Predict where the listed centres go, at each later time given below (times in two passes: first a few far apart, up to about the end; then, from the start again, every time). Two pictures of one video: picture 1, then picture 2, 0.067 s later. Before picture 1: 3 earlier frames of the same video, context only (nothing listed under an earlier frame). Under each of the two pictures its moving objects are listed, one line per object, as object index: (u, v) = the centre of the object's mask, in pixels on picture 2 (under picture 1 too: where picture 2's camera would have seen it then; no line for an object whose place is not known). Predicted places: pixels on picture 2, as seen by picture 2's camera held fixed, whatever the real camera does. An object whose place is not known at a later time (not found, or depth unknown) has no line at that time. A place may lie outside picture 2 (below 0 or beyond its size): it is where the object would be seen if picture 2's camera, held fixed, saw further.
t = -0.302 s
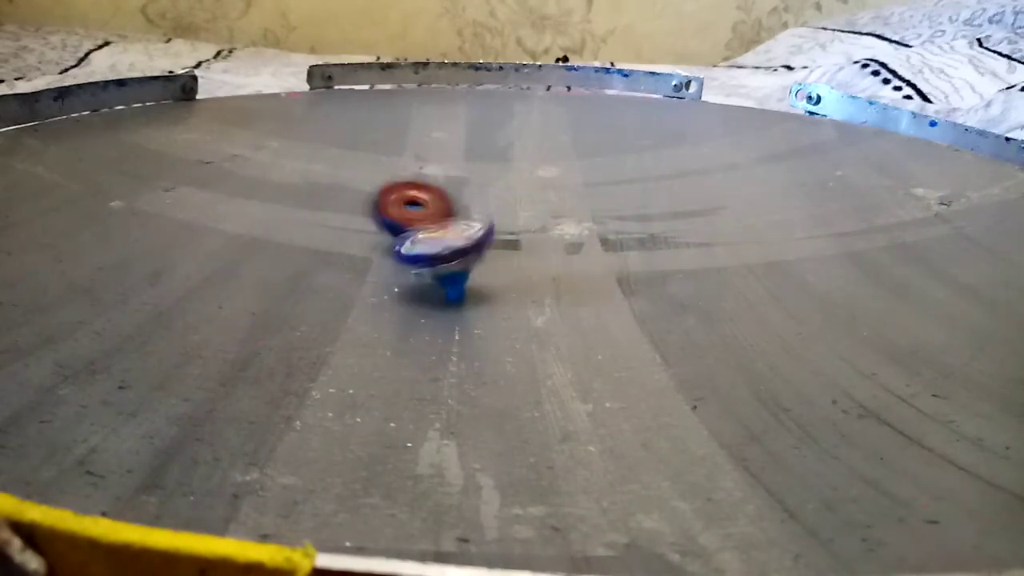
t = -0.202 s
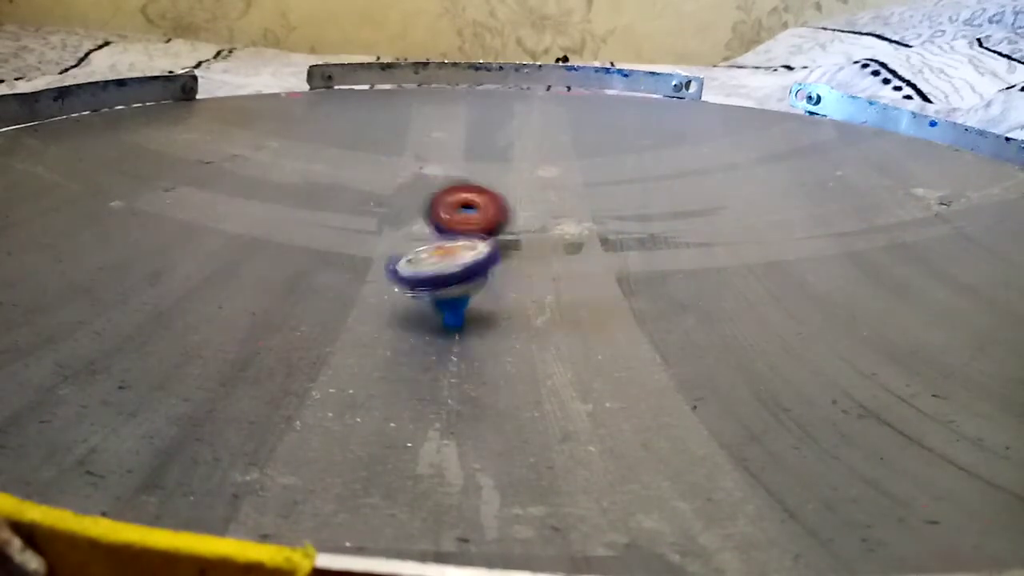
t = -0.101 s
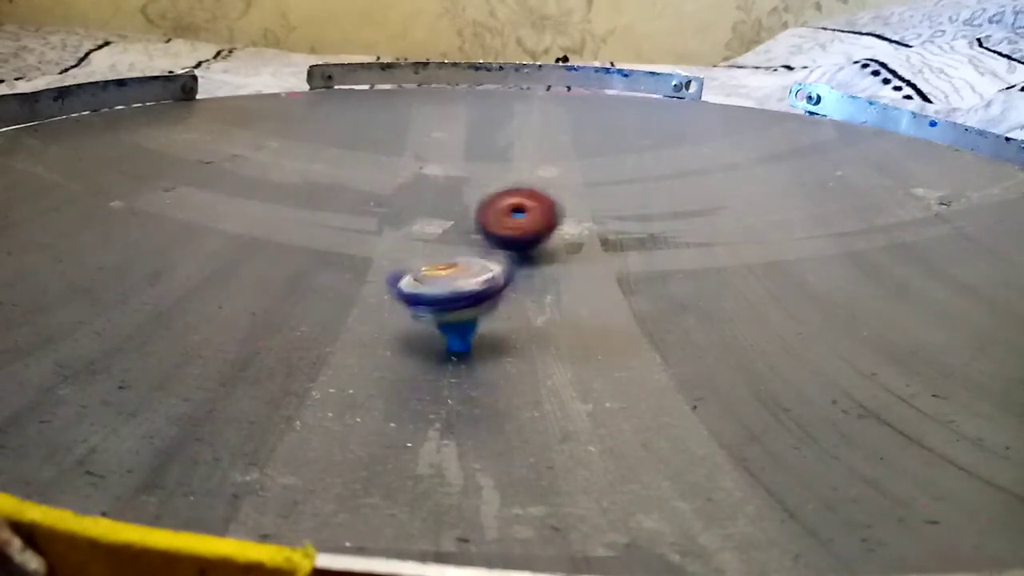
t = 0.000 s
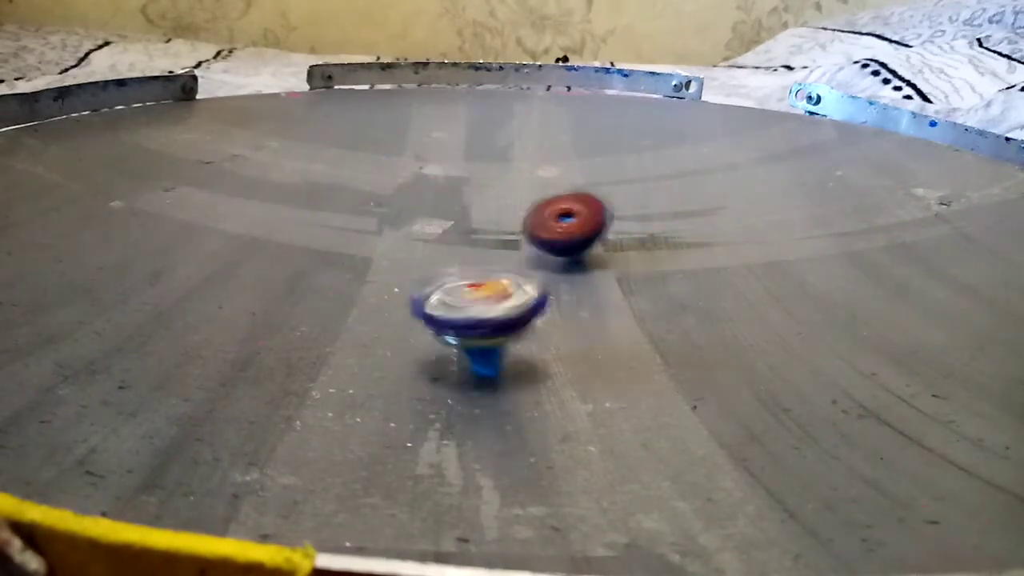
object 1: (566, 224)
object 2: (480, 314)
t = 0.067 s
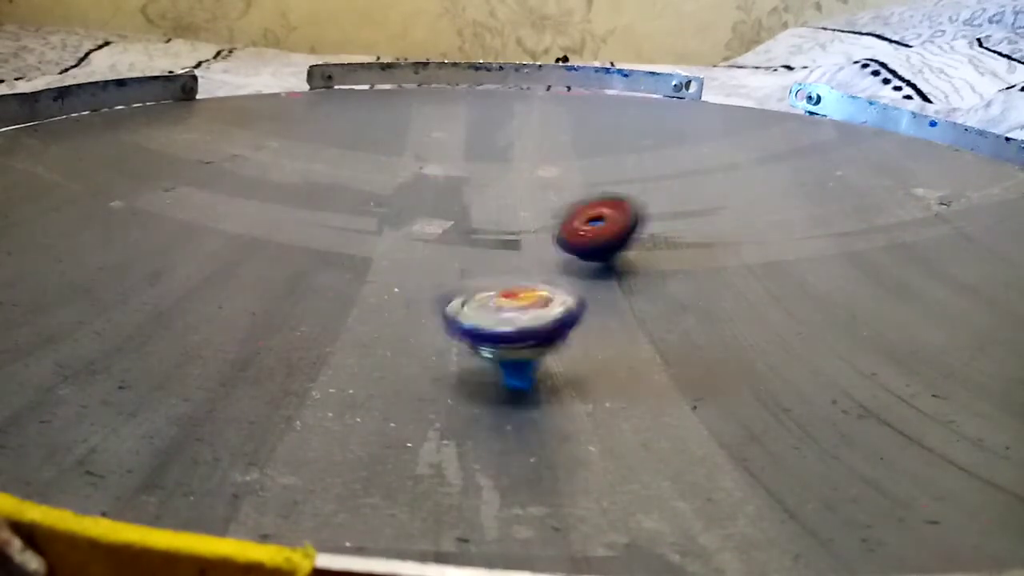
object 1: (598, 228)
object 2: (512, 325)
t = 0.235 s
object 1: (659, 248)
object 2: (610, 327)
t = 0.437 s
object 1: (701, 256)
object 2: (648, 301)
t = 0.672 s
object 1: (670, 273)
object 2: (522, 300)
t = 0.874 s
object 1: (648, 258)
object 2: (472, 285)
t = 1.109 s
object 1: (613, 231)
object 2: (559, 272)
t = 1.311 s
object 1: (569, 218)
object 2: (607, 285)
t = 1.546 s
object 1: (540, 196)
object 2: (553, 273)
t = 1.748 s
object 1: (523, 181)
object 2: (549, 258)
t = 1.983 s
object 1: (509, 176)
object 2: (612, 239)
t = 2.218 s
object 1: (499, 183)
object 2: (657, 251)
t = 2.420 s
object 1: (487, 196)
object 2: (670, 257)
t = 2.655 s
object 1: (468, 215)
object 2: (662, 254)
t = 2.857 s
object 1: (448, 230)
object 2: (668, 246)
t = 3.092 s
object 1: (430, 246)
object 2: (666, 247)
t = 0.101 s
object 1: (611, 232)
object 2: (527, 329)
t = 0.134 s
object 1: (625, 236)
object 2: (555, 330)
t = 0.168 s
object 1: (639, 243)
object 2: (577, 329)
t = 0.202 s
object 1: (648, 248)
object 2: (593, 330)
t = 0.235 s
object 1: (659, 248)
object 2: (610, 327)
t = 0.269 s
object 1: (668, 251)
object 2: (625, 325)
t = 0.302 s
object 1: (672, 254)
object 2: (639, 323)
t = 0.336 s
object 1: (679, 255)
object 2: (650, 316)
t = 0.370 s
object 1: (689, 255)
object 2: (655, 311)
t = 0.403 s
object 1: (687, 256)
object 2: (657, 305)
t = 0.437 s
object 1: (701, 256)
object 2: (648, 301)
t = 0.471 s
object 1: (695, 270)
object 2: (641, 306)
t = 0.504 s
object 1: (692, 273)
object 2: (617, 302)
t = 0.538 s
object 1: (687, 274)
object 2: (602, 303)
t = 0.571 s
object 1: (678, 277)
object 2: (589, 300)
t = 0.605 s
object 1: (669, 279)
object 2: (566, 305)
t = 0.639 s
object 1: (672, 274)
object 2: (542, 301)
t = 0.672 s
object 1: (670, 273)
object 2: (522, 300)
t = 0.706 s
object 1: (670, 271)
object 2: (502, 299)
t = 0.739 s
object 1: (666, 269)
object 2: (487, 295)
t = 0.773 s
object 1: (662, 266)
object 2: (479, 292)
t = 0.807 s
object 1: (658, 263)
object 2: (471, 290)
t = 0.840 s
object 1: (651, 261)
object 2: (469, 288)
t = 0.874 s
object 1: (648, 258)
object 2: (472, 285)
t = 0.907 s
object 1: (641, 256)
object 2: (478, 279)
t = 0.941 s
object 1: (636, 253)
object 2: (494, 275)
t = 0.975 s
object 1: (629, 249)
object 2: (506, 274)
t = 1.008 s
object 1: (623, 247)
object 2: (521, 270)
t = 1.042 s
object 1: (616, 243)
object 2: (531, 272)
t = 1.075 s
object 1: (612, 240)
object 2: (546, 272)
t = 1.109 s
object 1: (613, 231)
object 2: (559, 272)
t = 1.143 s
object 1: (601, 222)
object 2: (575, 269)
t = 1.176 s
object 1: (589, 220)
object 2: (588, 271)
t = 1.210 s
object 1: (579, 219)
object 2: (595, 275)
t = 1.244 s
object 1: (576, 222)
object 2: (603, 282)
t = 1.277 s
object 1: (574, 221)
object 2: (607, 283)
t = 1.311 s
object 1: (569, 218)
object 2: (607, 285)
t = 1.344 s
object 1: (565, 213)
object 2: (601, 280)
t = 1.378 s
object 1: (558, 210)
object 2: (598, 279)
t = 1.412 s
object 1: (556, 208)
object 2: (593, 280)
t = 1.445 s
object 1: (550, 203)
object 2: (584, 281)
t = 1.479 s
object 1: (548, 201)
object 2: (573, 280)
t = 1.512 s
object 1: (543, 197)
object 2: (561, 278)
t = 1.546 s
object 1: (540, 196)
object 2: (553, 273)
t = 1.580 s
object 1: (538, 192)
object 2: (547, 269)
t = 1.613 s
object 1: (534, 190)
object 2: (539, 266)
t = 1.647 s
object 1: (532, 187)
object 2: (535, 263)
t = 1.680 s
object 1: (527, 185)
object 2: (535, 263)
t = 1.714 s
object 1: (526, 183)
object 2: (541, 261)
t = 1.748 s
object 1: (523, 181)
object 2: (549, 258)
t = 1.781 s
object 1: (522, 181)
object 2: (556, 255)
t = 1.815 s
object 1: (520, 179)
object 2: (564, 252)
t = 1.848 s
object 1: (518, 179)
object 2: (573, 248)
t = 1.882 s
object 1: (516, 176)
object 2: (579, 247)
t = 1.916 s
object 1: (514, 177)
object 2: (588, 247)
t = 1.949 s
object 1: (512, 176)
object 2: (599, 244)
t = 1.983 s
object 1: (509, 176)
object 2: (612, 239)
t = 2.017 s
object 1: (509, 176)
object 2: (619, 242)
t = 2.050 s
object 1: (505, 176)
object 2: (628, 242)
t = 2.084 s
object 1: (505, 177)
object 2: (632, 243)
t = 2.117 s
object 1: (502, 178)
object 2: (639, 245)
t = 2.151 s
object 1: (502, 179)
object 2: (643, 246)
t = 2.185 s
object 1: (499, 182)
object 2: (650, 249)
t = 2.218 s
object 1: (499, 183)
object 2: (657, 251)
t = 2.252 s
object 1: (497, 185)
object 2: (662, 254)
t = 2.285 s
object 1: (497, 186)
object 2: (664, 255)
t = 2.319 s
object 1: (494, 188)
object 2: (666, 257)
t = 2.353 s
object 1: (494, 190)
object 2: (668, 257)
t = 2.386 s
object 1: (489, 193)
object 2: (669, 257)
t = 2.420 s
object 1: (487, 196)
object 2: (670, 257)
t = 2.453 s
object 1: (483, 198)
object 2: (670, 257)
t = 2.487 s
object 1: (481, 201)
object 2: (669, 257)
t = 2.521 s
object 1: (479, 203)
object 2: (667, 257)
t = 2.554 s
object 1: (477, 207)
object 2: (666, 257)
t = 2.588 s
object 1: (473, 209)
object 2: (663, 257)
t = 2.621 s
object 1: (470, 212)
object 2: (663, 256)
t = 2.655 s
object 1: (468, 215)
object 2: (662, 254)
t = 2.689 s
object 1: (464, 218)
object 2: (662, 254)
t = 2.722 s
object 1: (461, 220)
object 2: (663, 252)
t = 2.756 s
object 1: (457, 224)
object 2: (663, 252)
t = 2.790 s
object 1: (455, 225)
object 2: (663, 250)
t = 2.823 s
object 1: (450, 229)
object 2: (665, 248)
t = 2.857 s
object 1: (448, 230)
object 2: (668, 246)
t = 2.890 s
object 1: (444, 233)
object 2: (671, 244)
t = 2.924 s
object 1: (442, 234)
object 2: (673, 242)
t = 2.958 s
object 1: (438, 237)
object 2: (673, 241)
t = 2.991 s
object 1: (436, 238)
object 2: (672, 242)
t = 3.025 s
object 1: (433, 242)
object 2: (670, 244)
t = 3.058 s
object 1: (433, 243)
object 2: (668, 245)
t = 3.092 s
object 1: (430, 246)
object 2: (666, 247)
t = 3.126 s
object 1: (432, 247)
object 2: (664, 249)
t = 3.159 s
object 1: (430, 249)
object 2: (662, 250)
